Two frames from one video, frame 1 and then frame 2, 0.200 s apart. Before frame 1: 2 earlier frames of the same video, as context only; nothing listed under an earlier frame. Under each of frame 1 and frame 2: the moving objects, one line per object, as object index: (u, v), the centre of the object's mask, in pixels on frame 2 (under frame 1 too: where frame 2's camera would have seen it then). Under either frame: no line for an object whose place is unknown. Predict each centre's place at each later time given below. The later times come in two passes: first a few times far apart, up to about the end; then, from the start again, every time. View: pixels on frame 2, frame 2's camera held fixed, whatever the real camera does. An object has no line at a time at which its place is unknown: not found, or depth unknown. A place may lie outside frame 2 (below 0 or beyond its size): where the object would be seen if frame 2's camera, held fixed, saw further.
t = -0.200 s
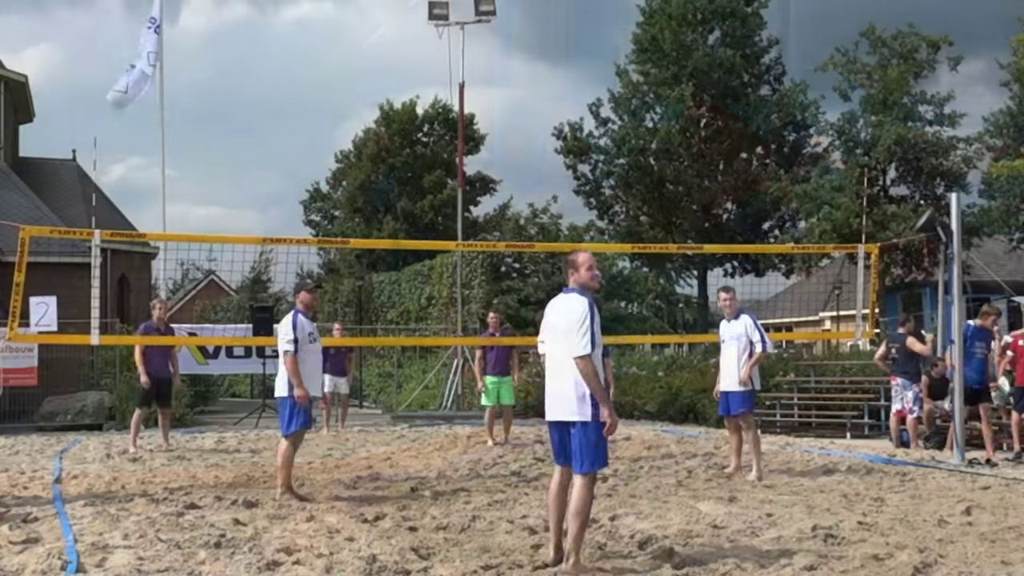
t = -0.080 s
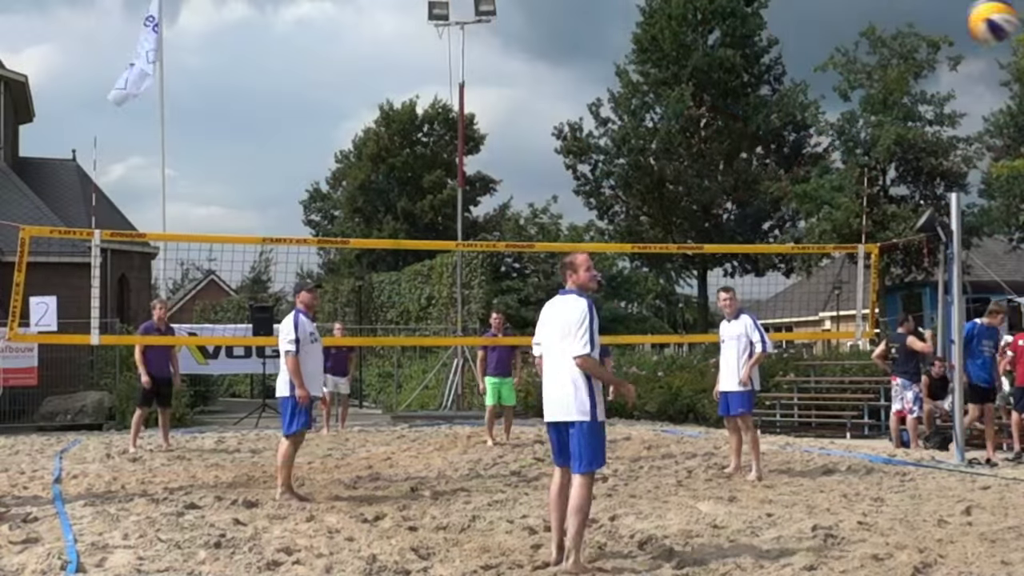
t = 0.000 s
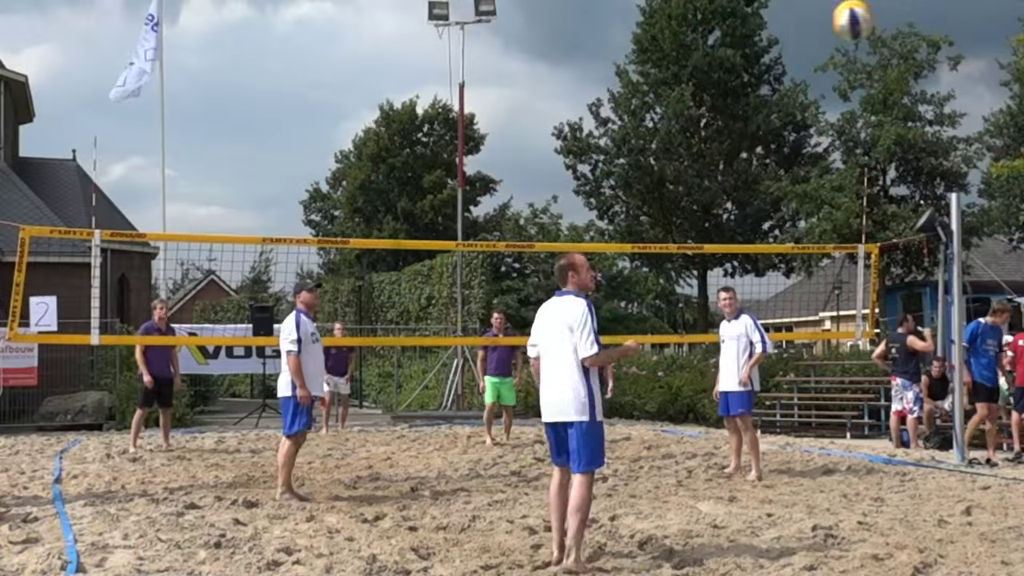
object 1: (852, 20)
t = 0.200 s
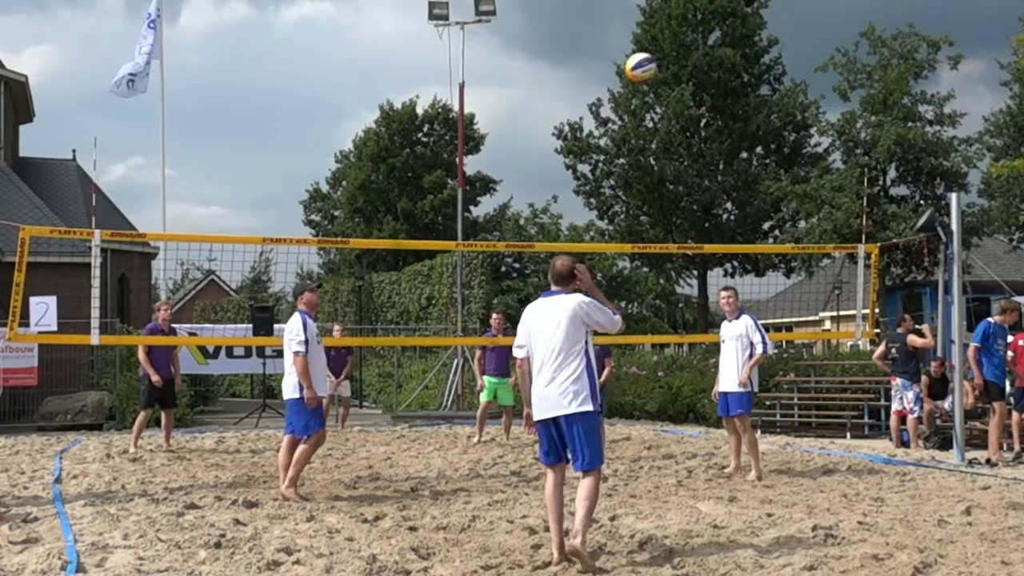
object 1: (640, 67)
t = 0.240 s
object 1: (610, 80)
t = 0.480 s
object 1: (476, 165)
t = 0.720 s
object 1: (397, 260)
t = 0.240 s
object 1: (610, 80)
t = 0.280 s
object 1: (583, 94)
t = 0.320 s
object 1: (559, 108)
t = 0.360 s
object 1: (536, 122)
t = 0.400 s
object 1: (514, 135)
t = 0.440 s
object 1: (495, 149)
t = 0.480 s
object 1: (476, 165)
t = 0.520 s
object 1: (460, 178)
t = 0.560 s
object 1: (447, 192)
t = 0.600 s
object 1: (433, 209)
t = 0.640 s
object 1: (420, 225)
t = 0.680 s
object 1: (408, 237)
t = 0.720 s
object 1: (397, 260)
